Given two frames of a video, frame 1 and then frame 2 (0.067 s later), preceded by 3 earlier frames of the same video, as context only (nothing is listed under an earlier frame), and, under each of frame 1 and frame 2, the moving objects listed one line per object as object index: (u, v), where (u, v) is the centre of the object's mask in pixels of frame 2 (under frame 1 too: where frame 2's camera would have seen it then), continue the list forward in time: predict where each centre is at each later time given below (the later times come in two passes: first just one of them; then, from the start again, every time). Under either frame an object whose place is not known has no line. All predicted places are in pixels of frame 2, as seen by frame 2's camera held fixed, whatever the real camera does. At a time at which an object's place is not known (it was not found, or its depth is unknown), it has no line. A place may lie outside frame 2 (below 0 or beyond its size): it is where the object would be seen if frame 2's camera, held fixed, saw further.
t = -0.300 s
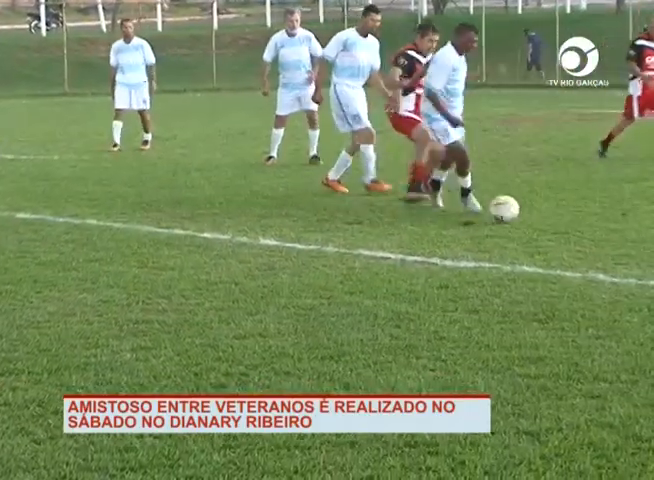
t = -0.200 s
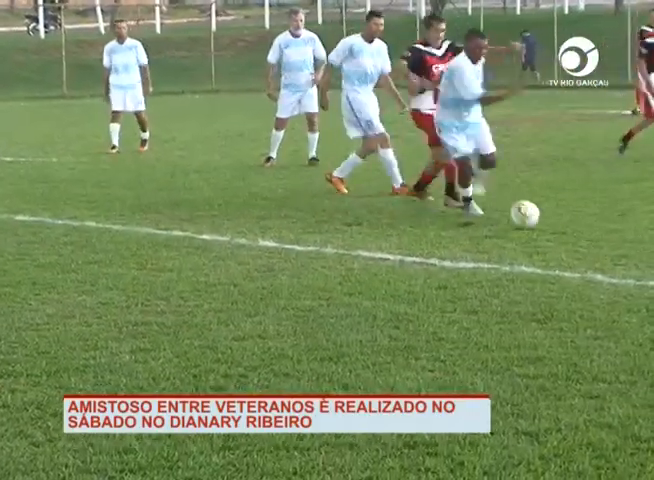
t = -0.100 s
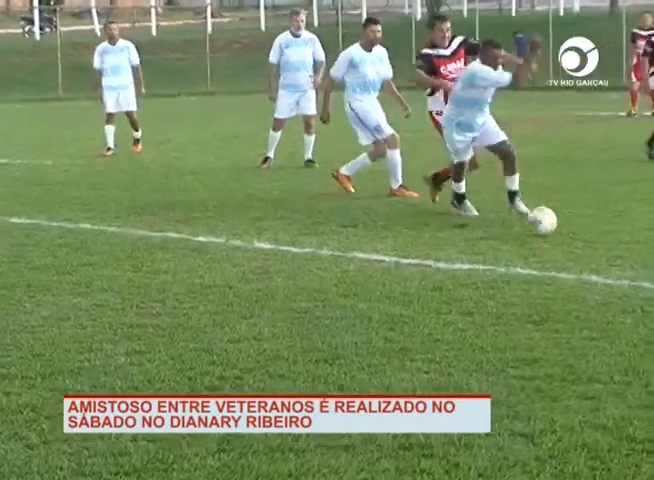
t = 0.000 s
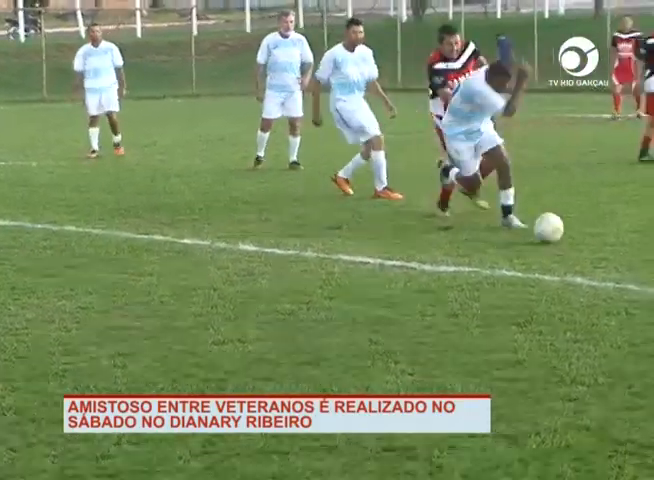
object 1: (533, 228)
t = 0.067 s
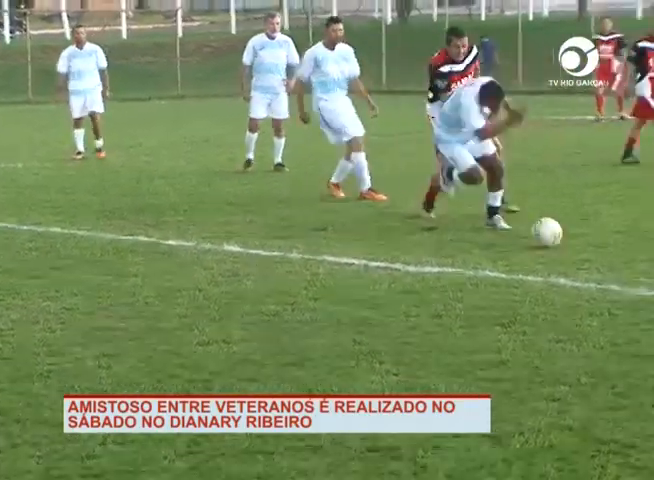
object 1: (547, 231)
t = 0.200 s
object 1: (576, 237)
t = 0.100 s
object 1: (553, 233)
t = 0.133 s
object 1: (561, 234)
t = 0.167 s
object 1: (568, 236)
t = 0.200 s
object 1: (576, 237)
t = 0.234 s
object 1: (583, 237)
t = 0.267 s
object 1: (590, 237)
